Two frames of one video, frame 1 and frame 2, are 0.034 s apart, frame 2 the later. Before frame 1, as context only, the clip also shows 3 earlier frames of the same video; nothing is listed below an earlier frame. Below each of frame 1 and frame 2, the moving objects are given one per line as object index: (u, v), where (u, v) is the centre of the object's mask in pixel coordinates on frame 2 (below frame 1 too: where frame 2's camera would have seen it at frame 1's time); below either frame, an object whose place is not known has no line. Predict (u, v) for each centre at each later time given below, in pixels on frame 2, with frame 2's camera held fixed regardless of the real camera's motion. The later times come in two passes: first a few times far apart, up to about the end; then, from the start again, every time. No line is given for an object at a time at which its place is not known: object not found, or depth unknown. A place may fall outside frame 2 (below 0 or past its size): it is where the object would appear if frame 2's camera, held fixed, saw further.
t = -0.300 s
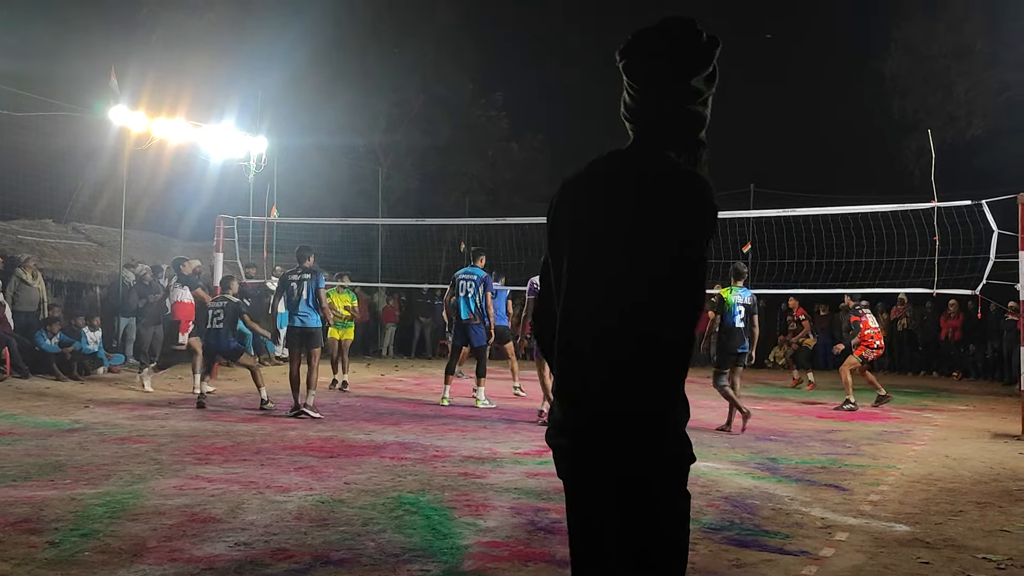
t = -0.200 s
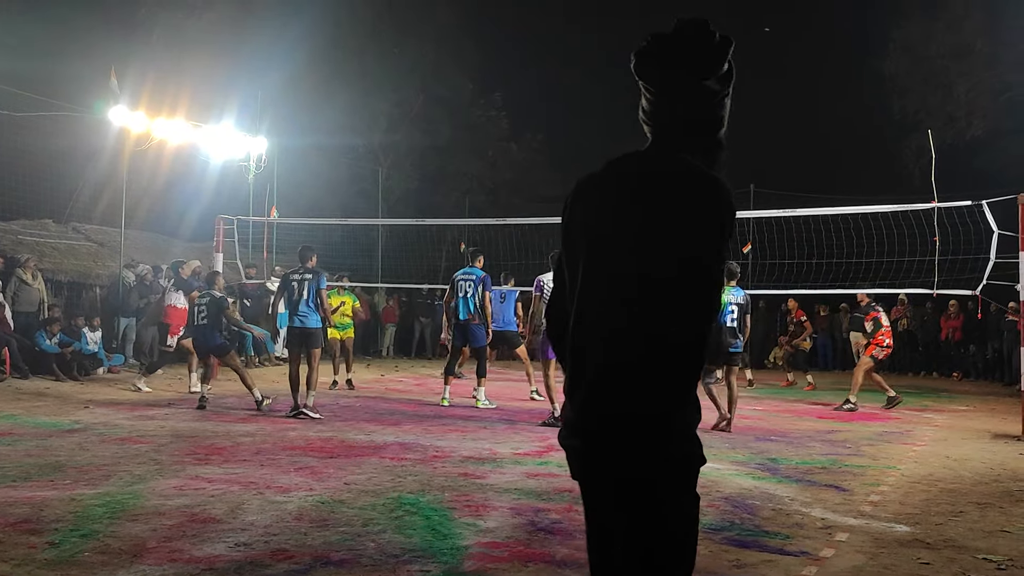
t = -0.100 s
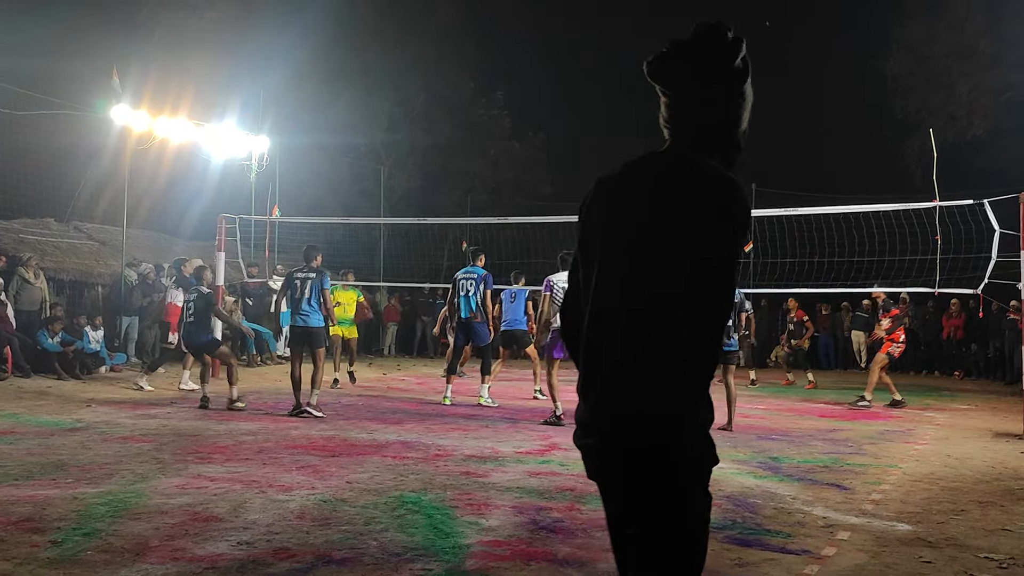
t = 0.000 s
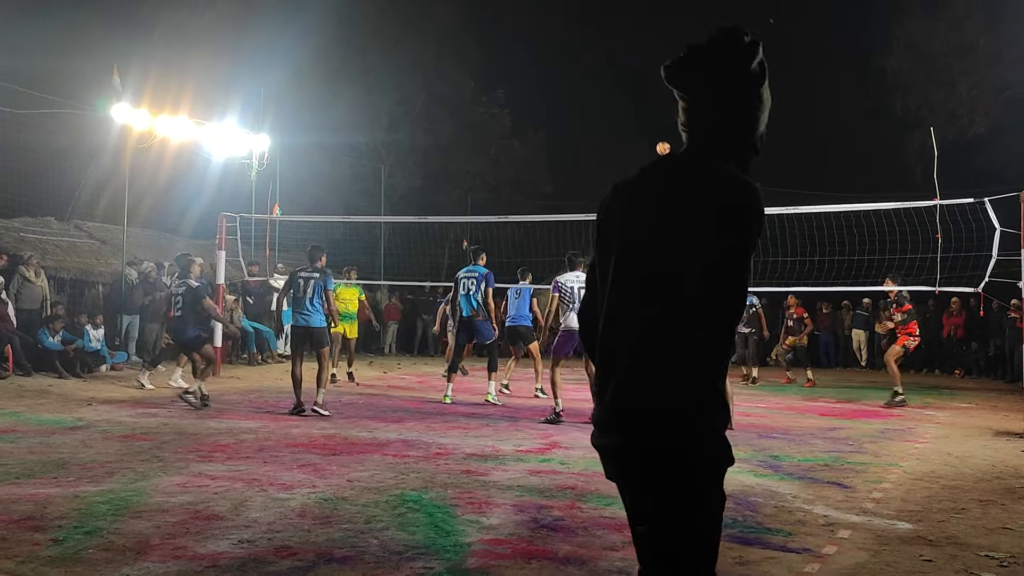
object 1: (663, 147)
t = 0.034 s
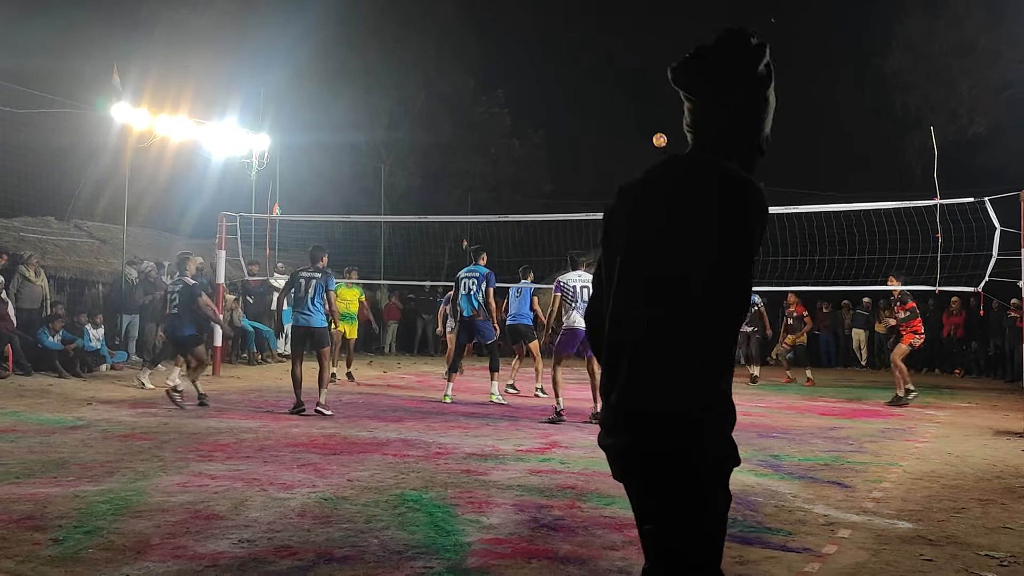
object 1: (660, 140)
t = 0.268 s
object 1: (634, 104)
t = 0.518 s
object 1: (603, 100)
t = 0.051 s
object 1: (658, 136)
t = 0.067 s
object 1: (656, 133)
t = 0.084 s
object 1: (654, 130)
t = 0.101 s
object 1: (652, 127)
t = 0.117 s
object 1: (650, 124)
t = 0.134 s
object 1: (648, 121)
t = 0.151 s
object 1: (647, 118)
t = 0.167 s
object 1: (645, 116)
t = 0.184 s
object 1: (643, 113)
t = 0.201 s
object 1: (641, 111)
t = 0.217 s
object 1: (639, 109)
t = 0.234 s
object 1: (637, 107)
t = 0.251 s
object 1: (635, 105)
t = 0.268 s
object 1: (634, 104)
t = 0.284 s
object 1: (632, 102)
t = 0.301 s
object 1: (630, 101)
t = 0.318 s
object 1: (628, 100)
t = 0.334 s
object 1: (626, 99)
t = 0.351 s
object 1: (624, 98)
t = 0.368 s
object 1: (622, 98)
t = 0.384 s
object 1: (620, 97)
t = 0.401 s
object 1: (618, 97)
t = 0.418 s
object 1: (615, 97)
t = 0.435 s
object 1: (614, 97)
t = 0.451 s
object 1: (612, 97)
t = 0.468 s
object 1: (610, 98)
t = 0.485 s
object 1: (608, 99)
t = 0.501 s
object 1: (605, 99)
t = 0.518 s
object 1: (603, 100)
